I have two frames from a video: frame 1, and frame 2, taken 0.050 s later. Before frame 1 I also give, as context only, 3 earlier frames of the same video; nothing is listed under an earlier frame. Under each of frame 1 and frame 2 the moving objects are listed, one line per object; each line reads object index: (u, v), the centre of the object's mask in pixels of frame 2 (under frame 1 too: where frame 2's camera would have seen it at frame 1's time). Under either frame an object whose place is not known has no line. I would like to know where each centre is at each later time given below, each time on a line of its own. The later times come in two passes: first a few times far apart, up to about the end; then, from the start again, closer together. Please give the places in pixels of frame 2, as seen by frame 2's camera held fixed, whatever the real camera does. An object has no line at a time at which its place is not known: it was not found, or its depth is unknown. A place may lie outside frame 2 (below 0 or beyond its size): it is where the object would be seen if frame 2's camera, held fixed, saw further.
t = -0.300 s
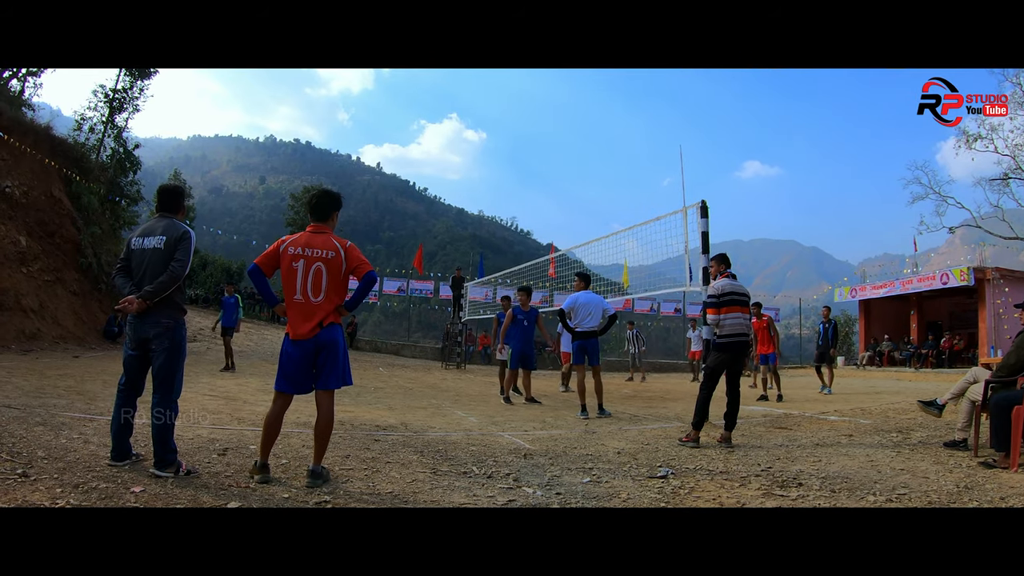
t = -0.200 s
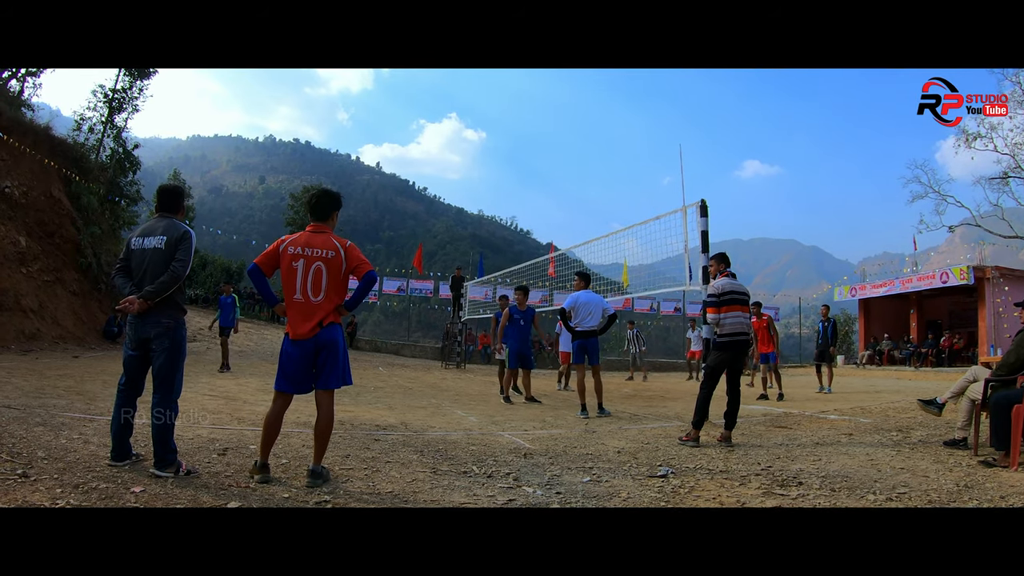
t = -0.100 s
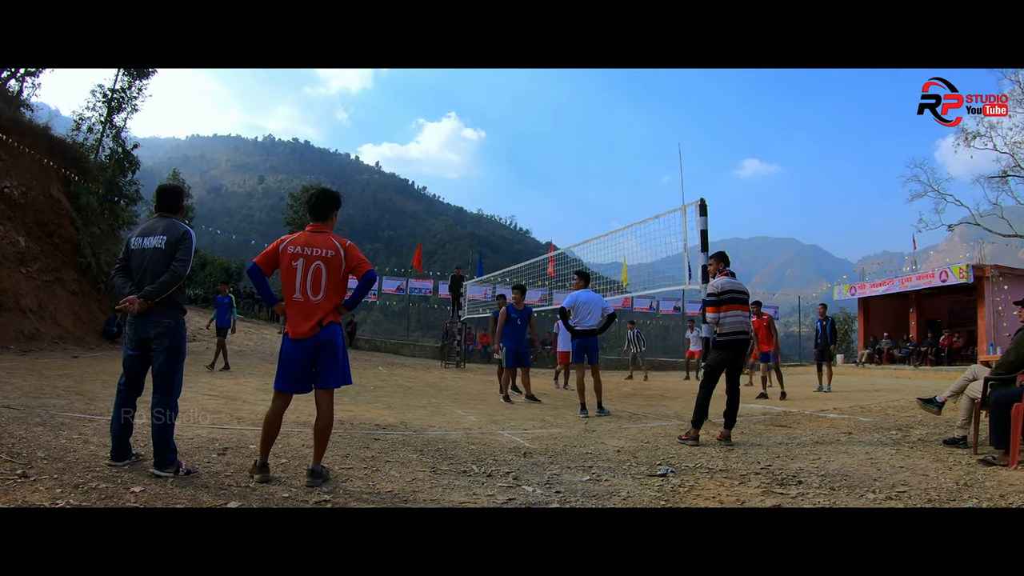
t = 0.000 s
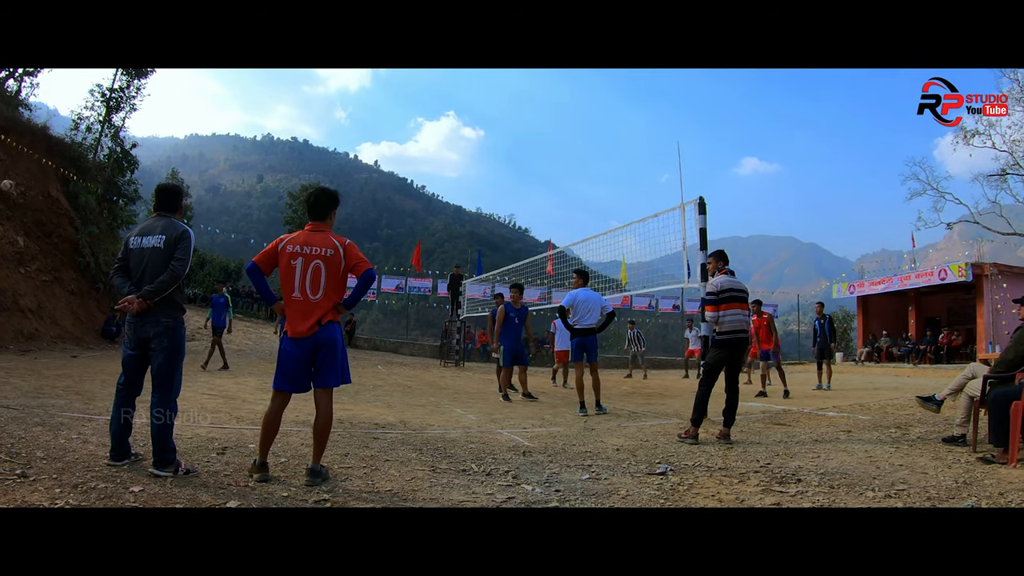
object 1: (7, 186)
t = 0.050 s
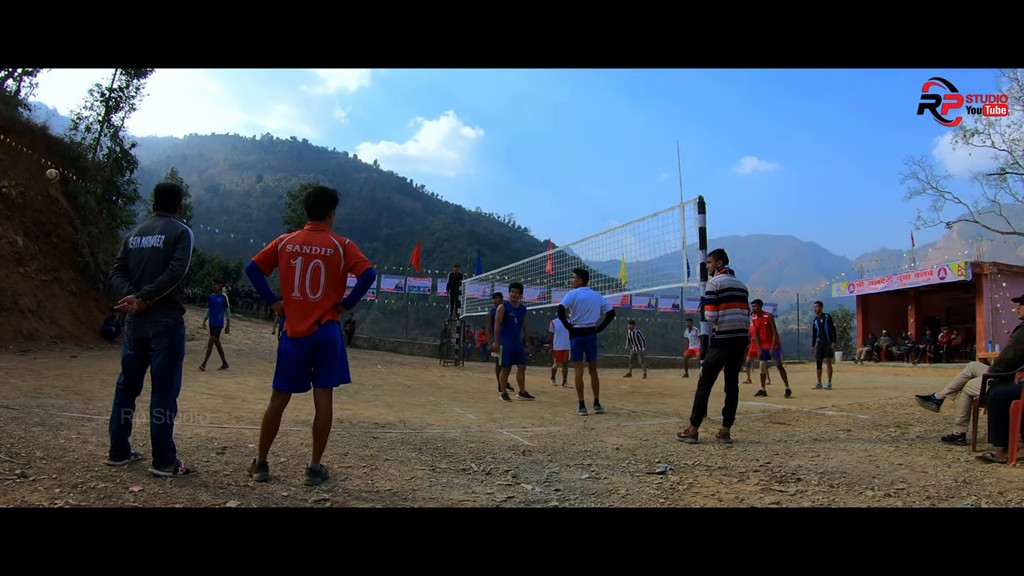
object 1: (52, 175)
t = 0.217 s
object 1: (201, 157)
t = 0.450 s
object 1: (381, 168)
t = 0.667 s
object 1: (505, 202)
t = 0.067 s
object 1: (67, 172)
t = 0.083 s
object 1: (82, 170)
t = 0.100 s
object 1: (97, 166)
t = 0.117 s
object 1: (113, 164)
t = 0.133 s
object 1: (128, 162)
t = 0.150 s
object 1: (142, 161)
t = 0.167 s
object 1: (157, 160)
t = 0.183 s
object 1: (172, 159)
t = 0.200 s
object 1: (187, 158)
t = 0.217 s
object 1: (201, 157)
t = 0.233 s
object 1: (215, 157)
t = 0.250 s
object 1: (229, 157)
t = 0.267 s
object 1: (243, 157)
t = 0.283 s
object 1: (256, 157)
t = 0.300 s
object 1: (269, 158)
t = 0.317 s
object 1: (283, 158)
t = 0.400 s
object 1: (346, 164)
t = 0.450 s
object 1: (381, 168)
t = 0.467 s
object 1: (392, 170)
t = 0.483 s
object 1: (403, 173)
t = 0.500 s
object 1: (413, 175)
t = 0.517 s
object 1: (424, 177)
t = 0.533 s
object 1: (433, 179)
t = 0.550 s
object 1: (443, 182)
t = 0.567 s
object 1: (452, 184)
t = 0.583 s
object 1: (462, 187)
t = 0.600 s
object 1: (471, 190)
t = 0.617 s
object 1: (479, 193)
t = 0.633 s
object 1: (488, 196)
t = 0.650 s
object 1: (497, 199)
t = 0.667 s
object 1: (505, 202)
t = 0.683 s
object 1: (512, 205)
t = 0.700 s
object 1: (520, 208)
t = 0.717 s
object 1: (528, 211)
